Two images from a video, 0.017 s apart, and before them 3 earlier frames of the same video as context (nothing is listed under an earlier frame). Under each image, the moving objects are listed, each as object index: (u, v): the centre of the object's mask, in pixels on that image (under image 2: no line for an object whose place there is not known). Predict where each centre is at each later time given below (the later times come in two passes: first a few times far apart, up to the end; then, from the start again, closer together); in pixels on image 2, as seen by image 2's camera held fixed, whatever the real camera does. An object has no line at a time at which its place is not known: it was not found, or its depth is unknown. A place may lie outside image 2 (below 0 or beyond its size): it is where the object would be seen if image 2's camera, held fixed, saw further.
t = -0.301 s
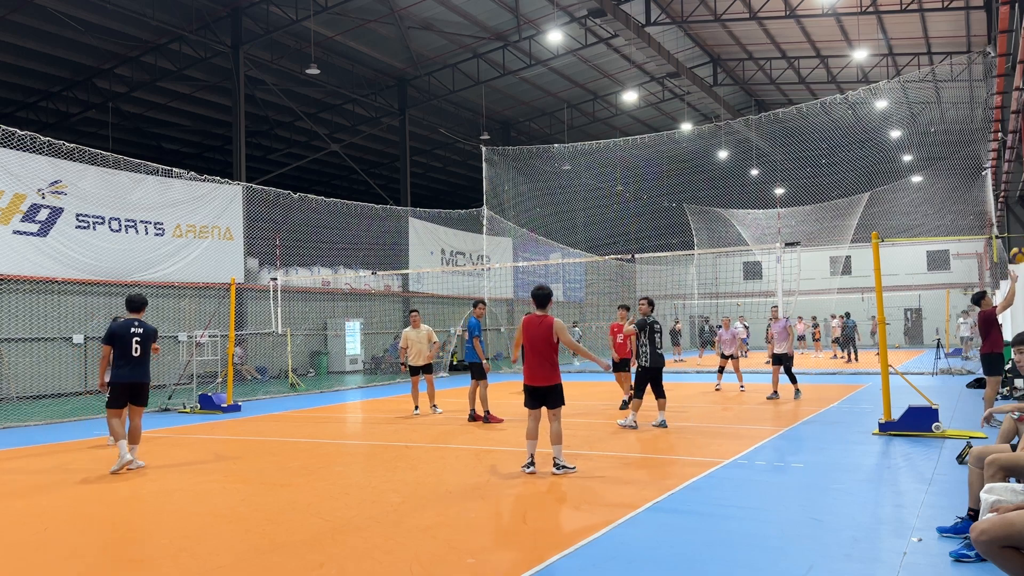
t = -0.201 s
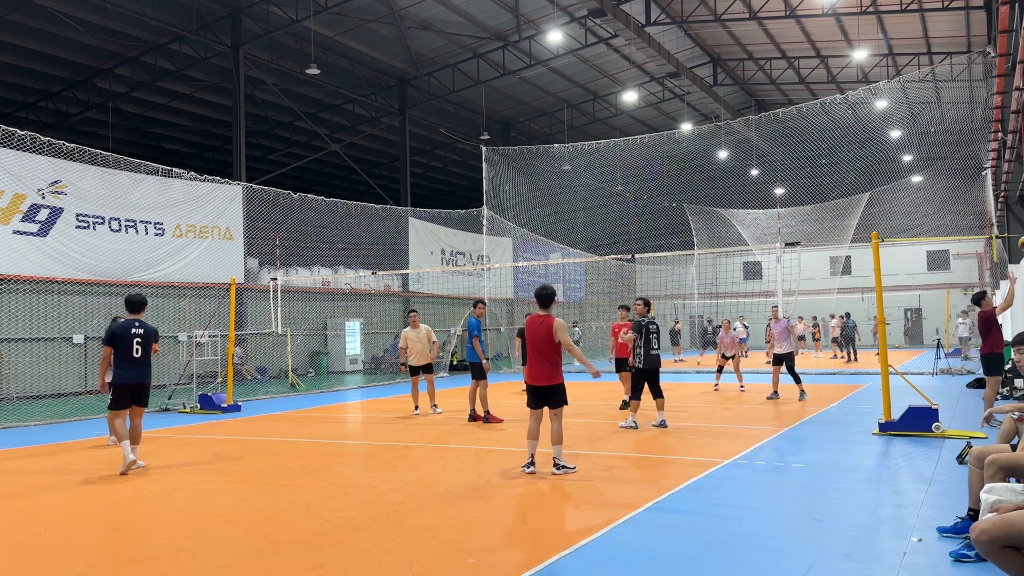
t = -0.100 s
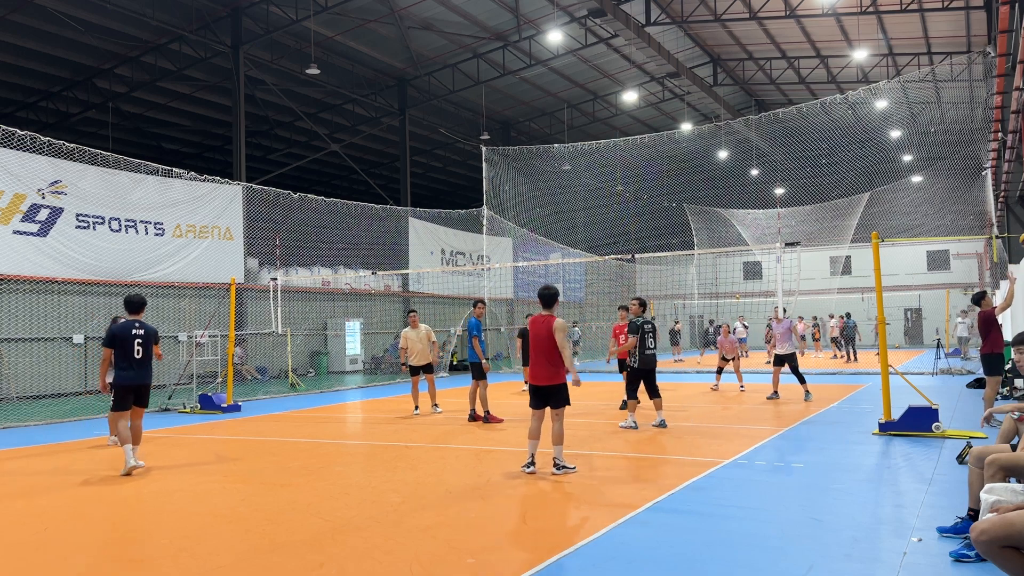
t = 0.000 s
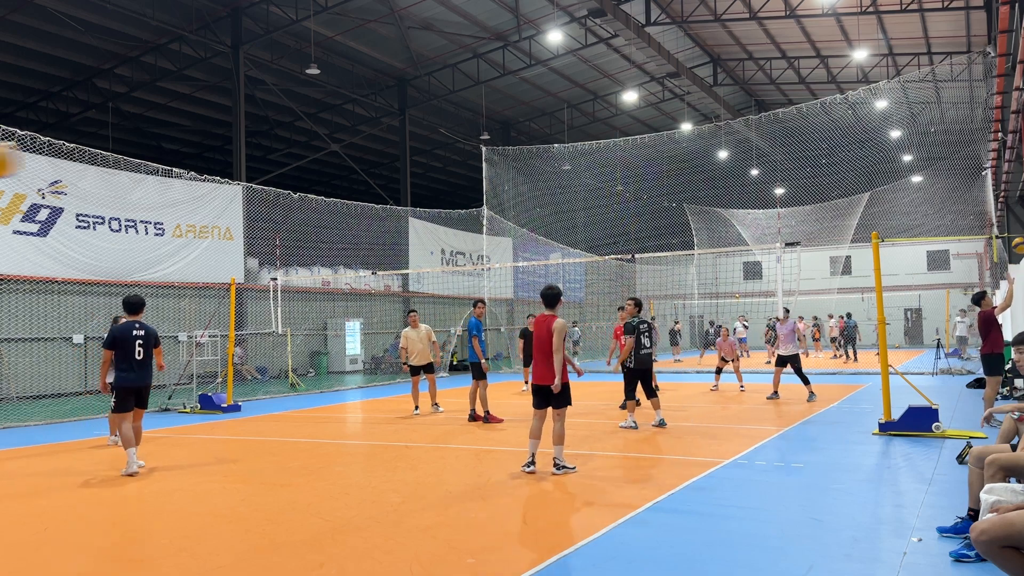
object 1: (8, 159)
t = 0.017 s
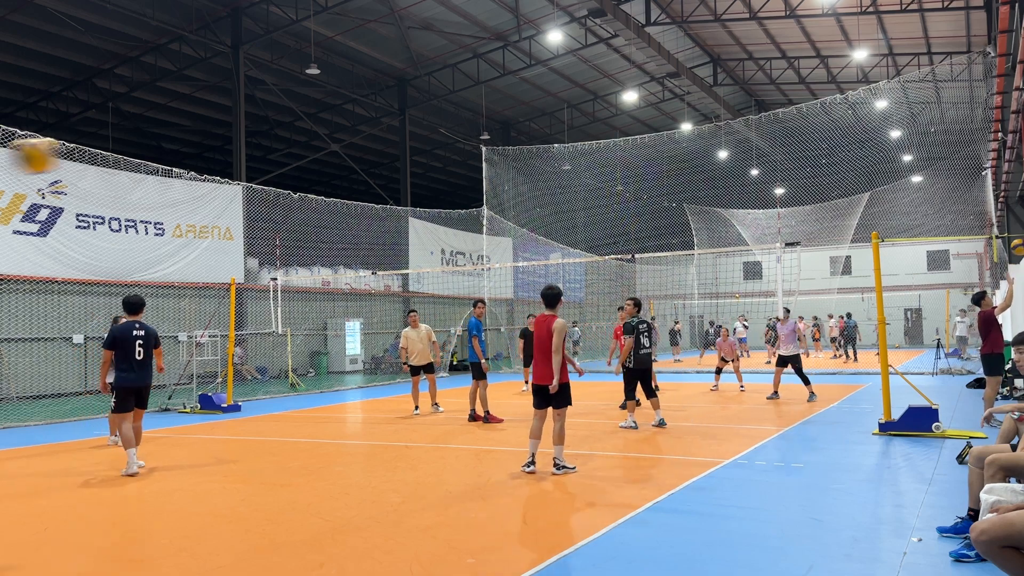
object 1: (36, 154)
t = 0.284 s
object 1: (391, 155)
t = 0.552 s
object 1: (523, 199)
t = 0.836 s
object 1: (590, 263)
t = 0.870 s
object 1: (595, 271)
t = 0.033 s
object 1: (75, 151)
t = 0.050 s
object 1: (109, 149)
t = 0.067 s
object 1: (139, 147)
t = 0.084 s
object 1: (167, 147)
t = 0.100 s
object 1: (194, 146)
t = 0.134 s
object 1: (242, 145)
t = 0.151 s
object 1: (263, 145)
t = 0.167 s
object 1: (283, 146)
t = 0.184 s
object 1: (301, 146)
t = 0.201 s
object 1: (319, 147)
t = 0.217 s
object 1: (335, 149)
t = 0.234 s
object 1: (349, 149)
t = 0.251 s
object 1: (365, 151)
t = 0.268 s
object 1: (378, 153)
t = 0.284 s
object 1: (391, 155)
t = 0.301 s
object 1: (403, 157)
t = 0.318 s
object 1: (414, 159)
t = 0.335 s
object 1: (424, 161)
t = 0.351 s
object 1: (435, 163)
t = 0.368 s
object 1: (444, 166)
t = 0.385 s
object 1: (453, 169)
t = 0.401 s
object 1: (462, 171)
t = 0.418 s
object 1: (470, 174)
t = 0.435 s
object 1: (477, 177)
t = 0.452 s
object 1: (485, 179)
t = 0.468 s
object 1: (492, 183)
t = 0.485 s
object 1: (499, 186)
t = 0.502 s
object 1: (506, 189)
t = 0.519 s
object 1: (512, 192)
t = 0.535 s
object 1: (517, 195)
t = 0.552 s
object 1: (523, 199)
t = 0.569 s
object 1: (528, 202)
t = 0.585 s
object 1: (534, 206)
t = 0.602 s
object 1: (539, 210)
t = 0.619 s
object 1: (543, 214)
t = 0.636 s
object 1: (547, 217)
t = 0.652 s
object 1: (552, 221)
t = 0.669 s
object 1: (556, 224)
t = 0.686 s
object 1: (560, 228)
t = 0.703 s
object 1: (564, 232)
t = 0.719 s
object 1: (567, 236)
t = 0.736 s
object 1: (571, 240)
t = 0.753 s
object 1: (574, 243)
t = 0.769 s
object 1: (578, 247)
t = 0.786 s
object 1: (581, 251)
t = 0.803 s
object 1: (583, 254)
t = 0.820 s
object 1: (587, 258)
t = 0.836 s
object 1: (590, 263)
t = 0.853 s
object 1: (593, 266)
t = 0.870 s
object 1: (595, 271)
